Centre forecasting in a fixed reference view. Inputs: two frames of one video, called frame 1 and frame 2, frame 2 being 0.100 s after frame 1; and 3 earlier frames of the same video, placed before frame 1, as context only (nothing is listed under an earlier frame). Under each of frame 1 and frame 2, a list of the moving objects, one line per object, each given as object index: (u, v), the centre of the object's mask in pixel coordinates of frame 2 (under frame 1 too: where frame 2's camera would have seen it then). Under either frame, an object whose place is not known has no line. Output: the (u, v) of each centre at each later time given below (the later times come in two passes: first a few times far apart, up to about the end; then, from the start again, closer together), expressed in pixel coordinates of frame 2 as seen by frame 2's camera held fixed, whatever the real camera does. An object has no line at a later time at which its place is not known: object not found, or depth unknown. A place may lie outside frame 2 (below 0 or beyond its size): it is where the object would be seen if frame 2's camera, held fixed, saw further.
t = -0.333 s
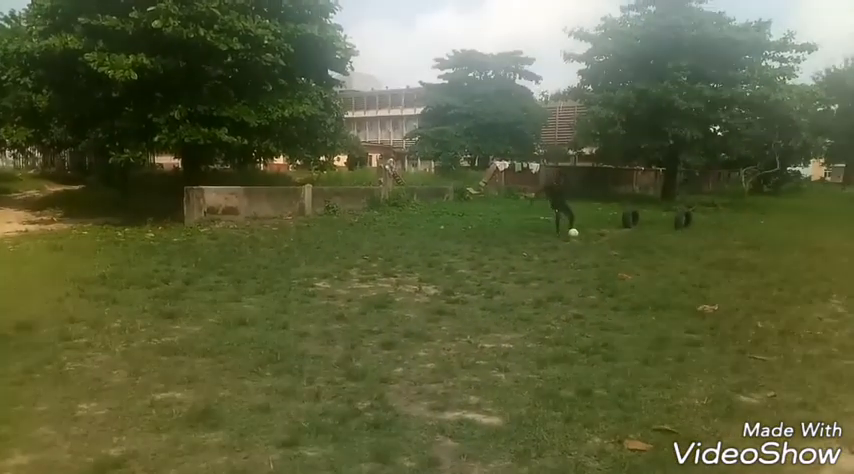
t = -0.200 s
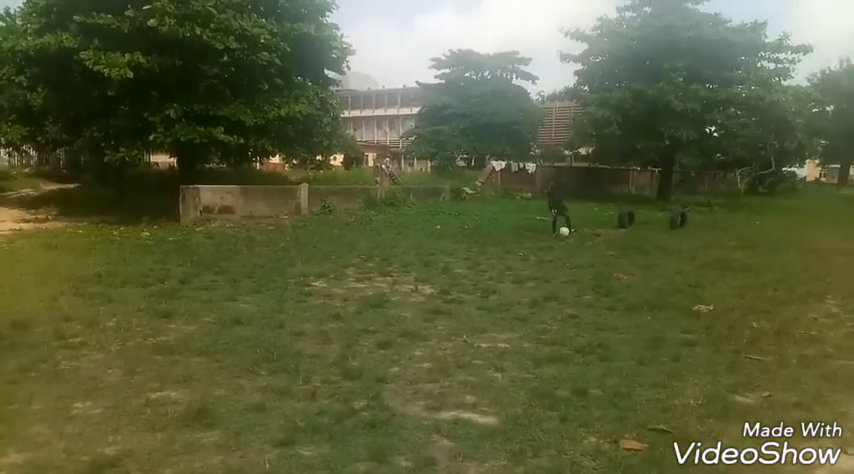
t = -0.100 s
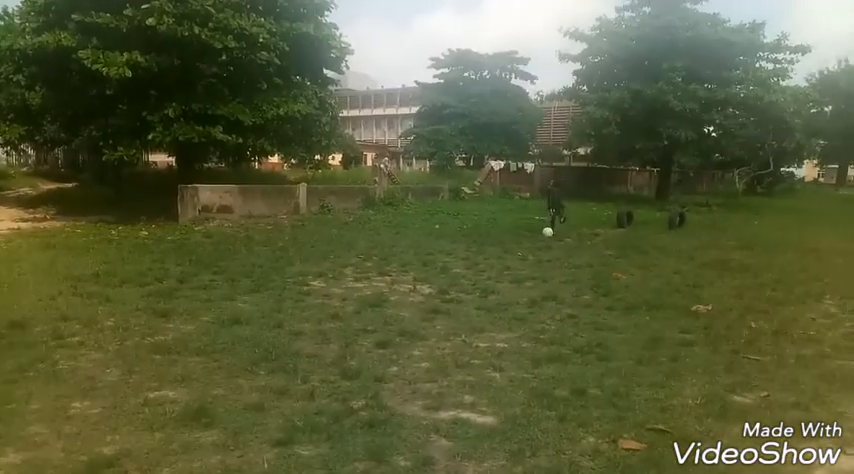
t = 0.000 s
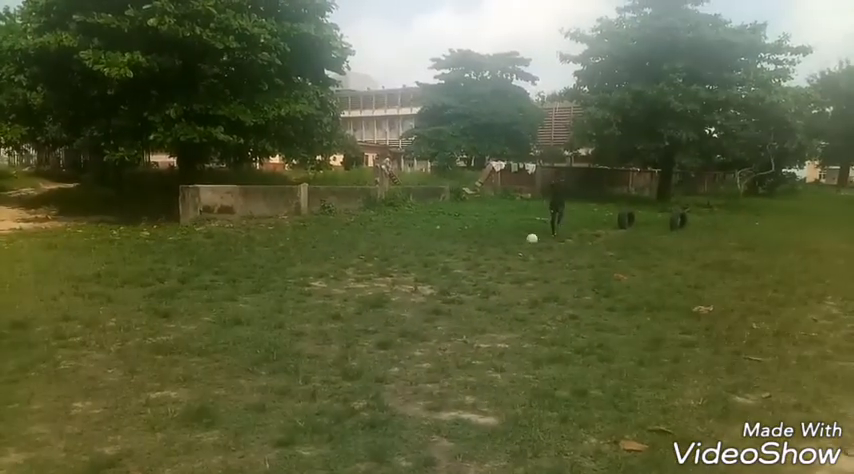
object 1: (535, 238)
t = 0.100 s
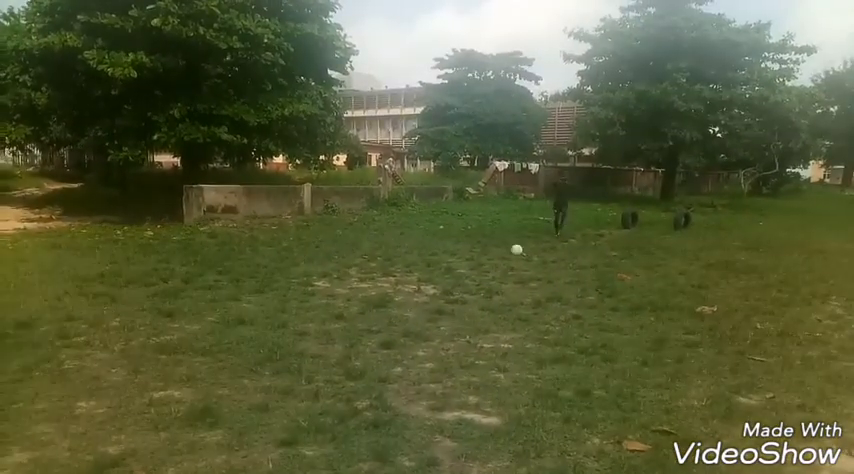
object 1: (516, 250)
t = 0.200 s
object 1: (501, 247)
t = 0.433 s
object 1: (456, 266)
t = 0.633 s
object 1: (417, 262)
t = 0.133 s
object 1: (511, 248)
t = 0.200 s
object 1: (501, 247)
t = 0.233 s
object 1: (495, 247)
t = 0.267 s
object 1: (489, 248)
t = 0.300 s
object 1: (483, 250)
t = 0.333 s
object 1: (476, 253)
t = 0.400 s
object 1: (463, 260)
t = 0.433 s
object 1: (456, 266)
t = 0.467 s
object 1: (450, 265)
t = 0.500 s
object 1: (444, 262)
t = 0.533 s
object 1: (437, 261)
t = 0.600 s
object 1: (424, 261)
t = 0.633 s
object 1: (417, 262)
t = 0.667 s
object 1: (409, 264)
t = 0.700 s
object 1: (401, 267)
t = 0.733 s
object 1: (394, 270)
